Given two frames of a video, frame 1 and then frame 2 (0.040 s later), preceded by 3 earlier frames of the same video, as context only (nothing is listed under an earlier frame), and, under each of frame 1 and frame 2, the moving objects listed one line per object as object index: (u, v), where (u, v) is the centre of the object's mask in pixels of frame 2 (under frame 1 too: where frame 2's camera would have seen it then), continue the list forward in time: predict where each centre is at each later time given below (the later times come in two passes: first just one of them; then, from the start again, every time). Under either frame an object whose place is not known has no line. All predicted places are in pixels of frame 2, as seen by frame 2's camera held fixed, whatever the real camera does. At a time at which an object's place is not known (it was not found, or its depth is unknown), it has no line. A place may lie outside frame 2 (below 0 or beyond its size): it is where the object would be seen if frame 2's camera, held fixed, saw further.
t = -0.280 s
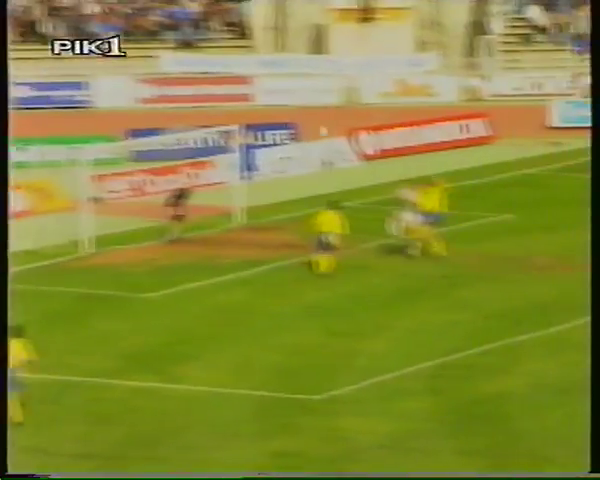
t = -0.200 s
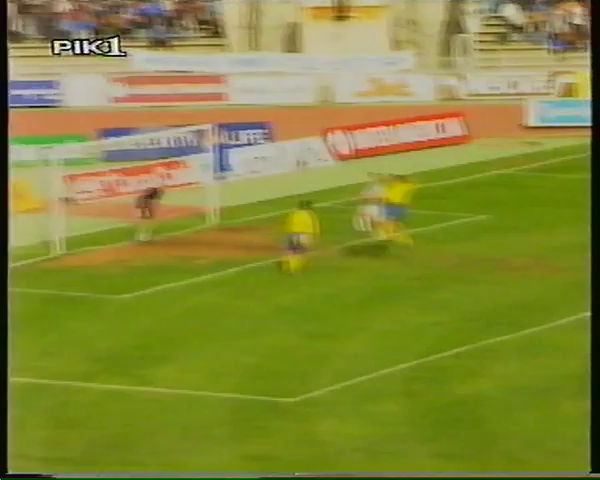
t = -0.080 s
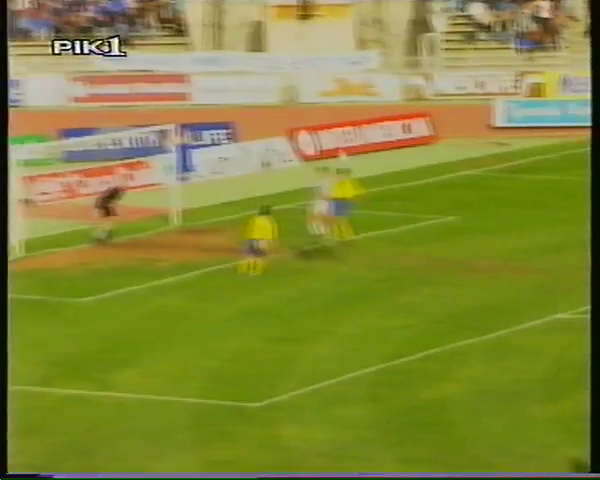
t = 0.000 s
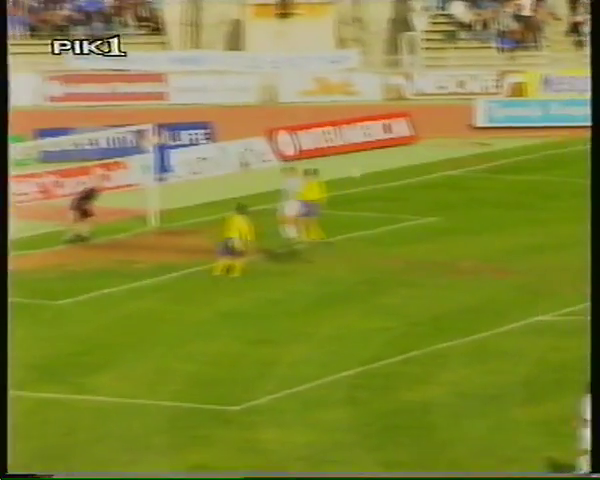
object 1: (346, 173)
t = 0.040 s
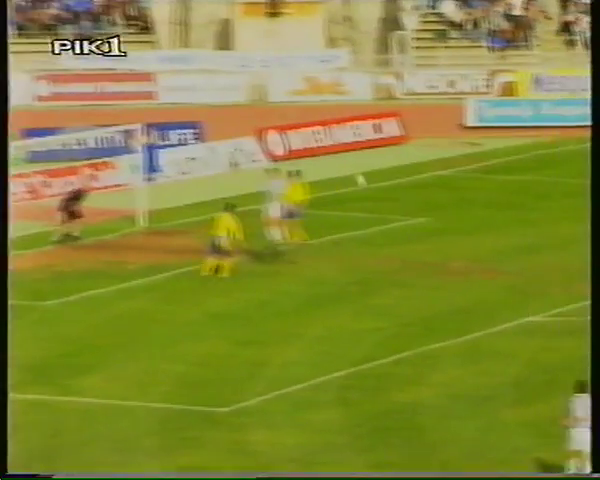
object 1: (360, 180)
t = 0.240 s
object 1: (437, 227)
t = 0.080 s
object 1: (375, 188)
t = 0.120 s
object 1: (391, 197)
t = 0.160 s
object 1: (406, 206)
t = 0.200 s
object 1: (421, 216)
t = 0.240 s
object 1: (437, 227)
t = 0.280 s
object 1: (452, 238)
